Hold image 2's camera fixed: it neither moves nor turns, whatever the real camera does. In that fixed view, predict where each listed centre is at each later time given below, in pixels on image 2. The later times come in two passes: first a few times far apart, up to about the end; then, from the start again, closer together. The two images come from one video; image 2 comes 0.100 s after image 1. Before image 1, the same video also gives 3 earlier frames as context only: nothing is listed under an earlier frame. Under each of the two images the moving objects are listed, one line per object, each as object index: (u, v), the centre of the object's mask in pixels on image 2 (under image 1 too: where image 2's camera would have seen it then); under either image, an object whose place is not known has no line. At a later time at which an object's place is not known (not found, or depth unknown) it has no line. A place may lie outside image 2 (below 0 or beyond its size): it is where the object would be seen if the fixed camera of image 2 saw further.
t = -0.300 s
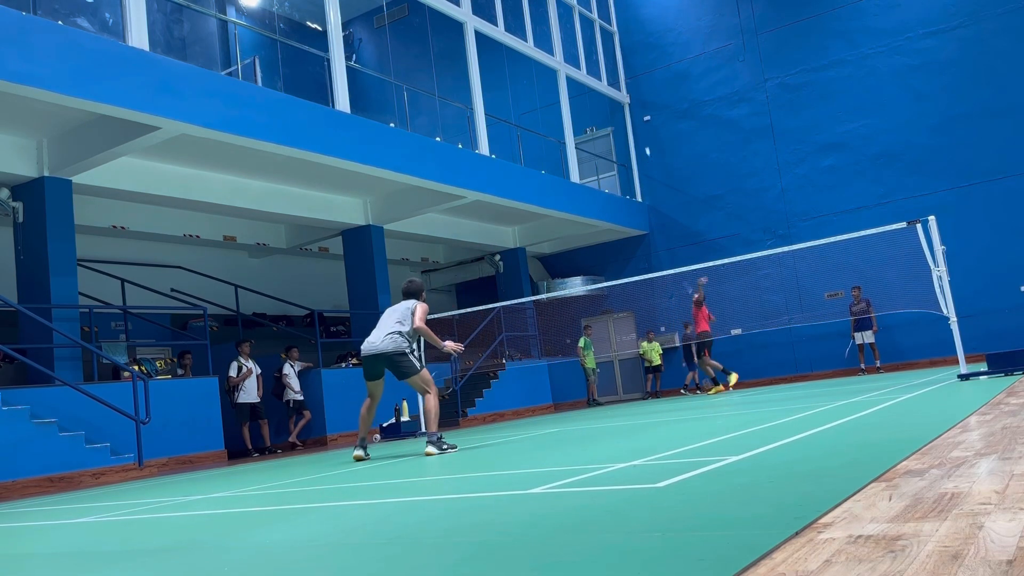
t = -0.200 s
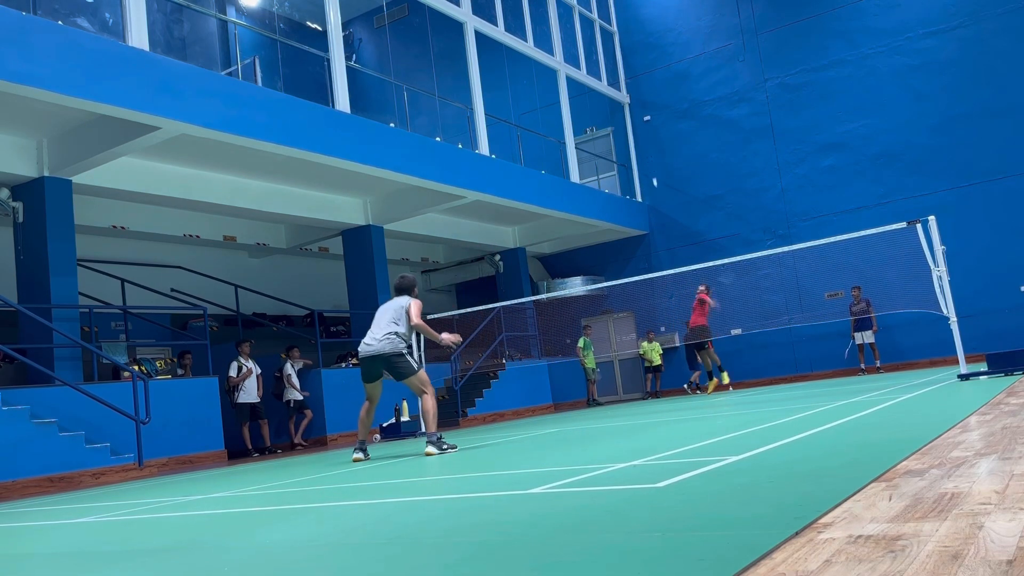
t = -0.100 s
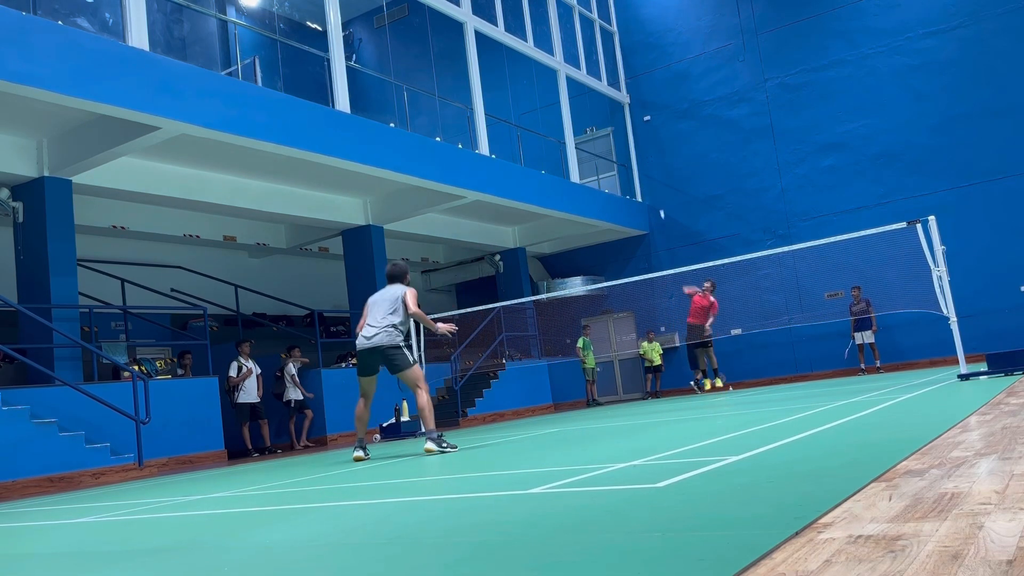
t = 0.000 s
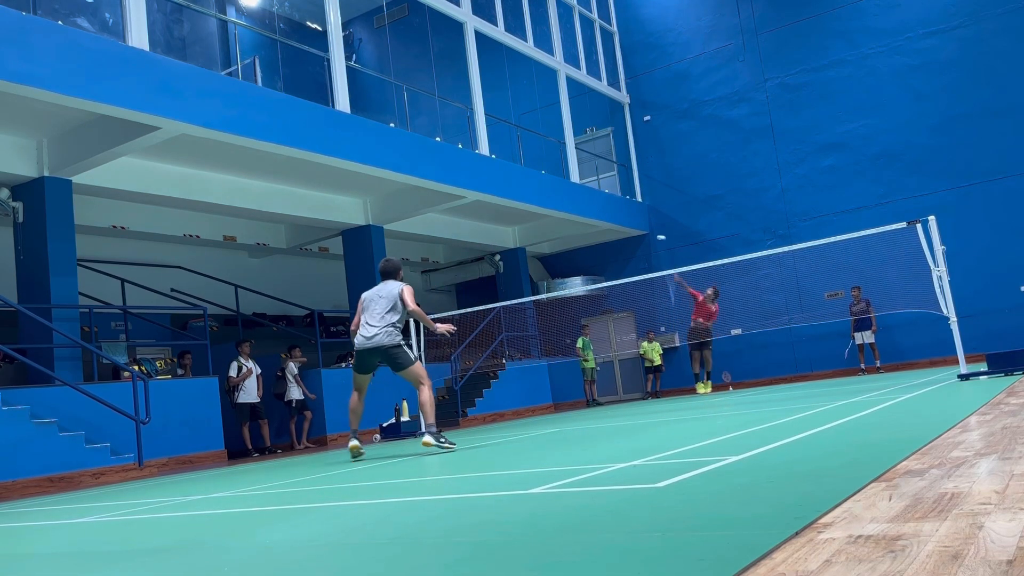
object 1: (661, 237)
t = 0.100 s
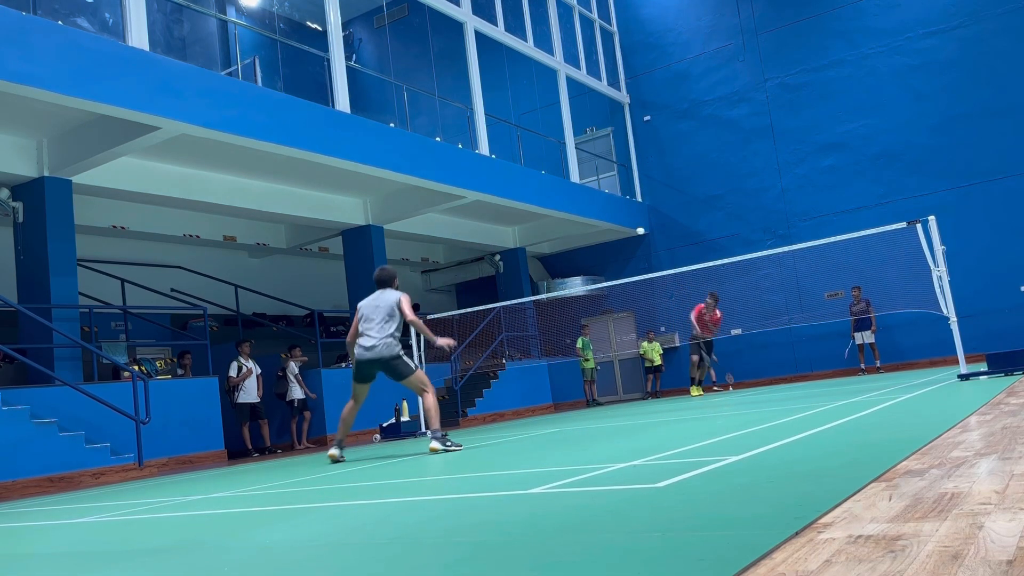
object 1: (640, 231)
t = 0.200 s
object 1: (624, 232)
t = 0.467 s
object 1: (586, 292)
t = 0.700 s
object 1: (554, 450)
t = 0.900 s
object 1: (543, 422)
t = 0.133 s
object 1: (634, 230)
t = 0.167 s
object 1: (629, 231)
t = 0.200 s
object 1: (624, 232)
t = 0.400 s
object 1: (595, 267)
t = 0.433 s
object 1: (591, 278)
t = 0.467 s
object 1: (586, 292)
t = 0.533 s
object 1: (577, 324)
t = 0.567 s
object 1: (572, 344)
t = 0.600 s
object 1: (568, 366)
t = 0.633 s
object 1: (563, 392)
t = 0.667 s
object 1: (559, 420)
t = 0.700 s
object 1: (554, 450)
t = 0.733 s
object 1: (549, 448)
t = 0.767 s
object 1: (542, 441)
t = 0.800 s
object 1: (541, 432)
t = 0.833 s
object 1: (540, 425)
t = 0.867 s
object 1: (541, 421)
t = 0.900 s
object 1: (543, 422)
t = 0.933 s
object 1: (544, 429)
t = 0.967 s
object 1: (544, 436)
